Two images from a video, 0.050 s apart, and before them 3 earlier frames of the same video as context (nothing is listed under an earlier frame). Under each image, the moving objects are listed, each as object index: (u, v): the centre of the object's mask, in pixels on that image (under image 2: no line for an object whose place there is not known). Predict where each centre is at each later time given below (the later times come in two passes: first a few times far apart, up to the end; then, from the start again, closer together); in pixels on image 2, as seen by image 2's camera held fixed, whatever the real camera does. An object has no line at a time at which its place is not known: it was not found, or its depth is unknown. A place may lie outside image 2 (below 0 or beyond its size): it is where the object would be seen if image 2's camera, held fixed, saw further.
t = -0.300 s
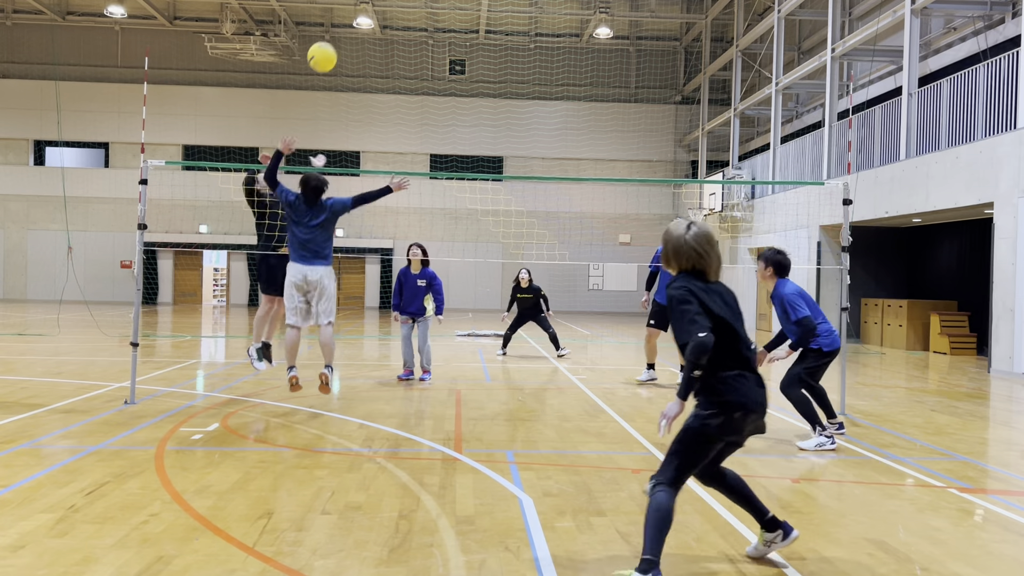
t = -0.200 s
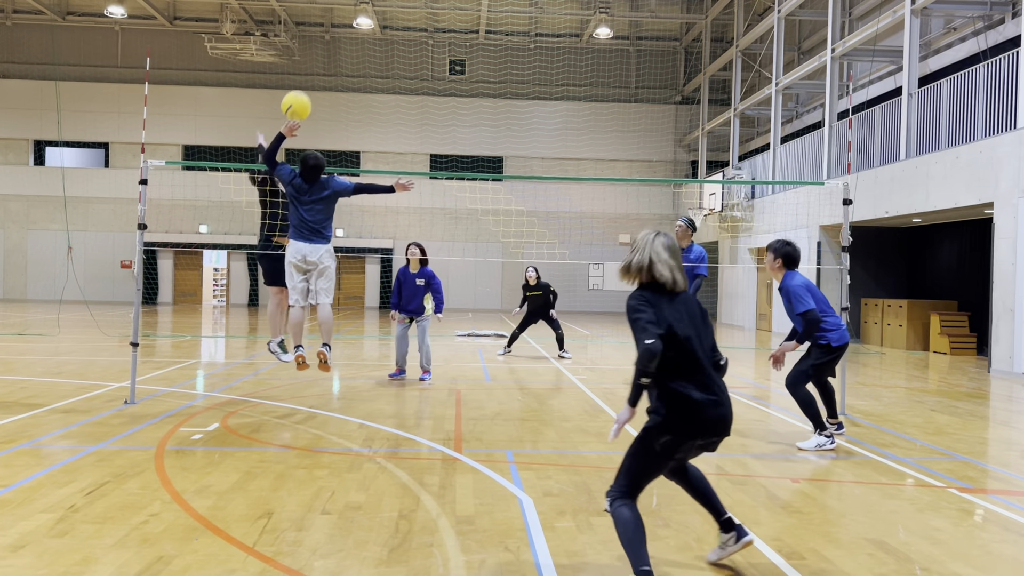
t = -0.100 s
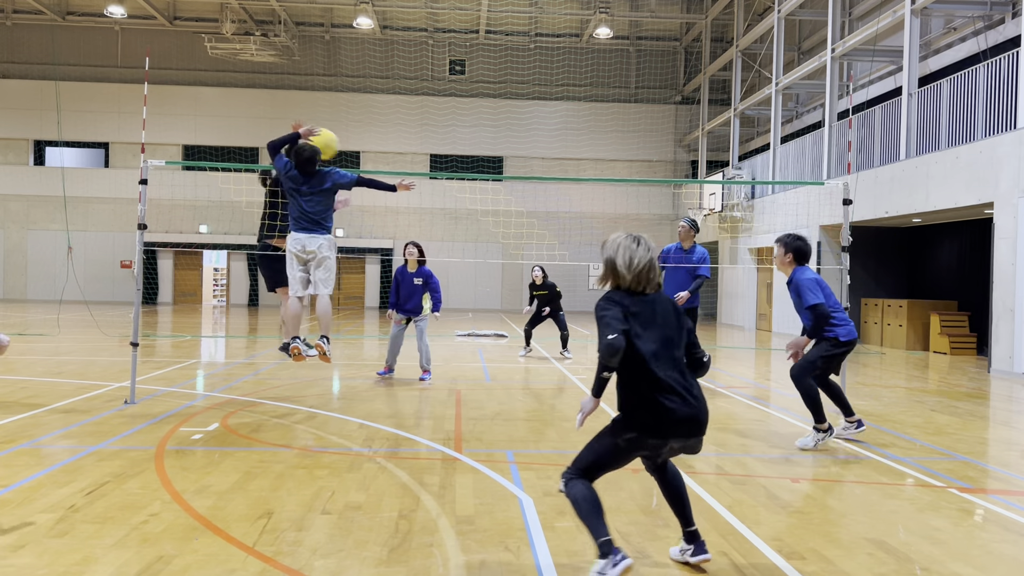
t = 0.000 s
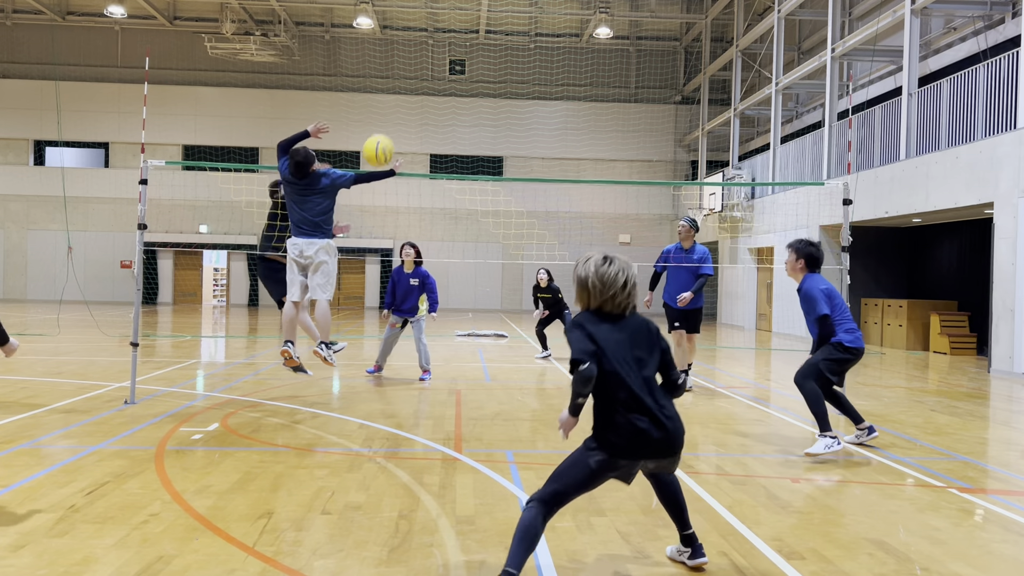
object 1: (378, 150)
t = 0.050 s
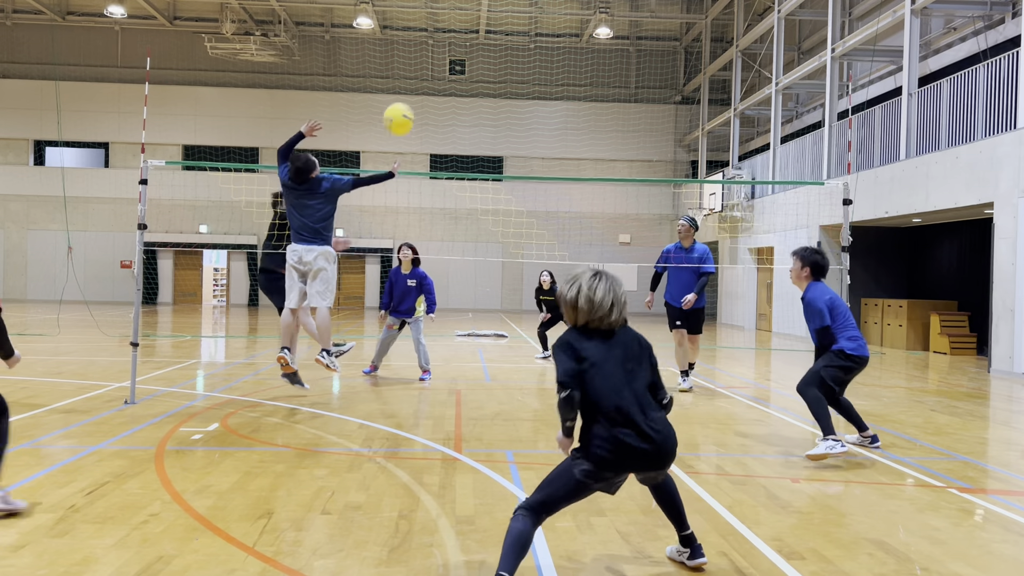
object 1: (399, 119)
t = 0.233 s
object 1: (468, 35)
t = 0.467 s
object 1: (549, 3)
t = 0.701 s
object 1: (619, 12)
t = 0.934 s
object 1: (679, 82)
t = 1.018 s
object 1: (697, 120)
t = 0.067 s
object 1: (405, 109)
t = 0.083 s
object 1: (412, 100)
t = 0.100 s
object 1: (419, 92)
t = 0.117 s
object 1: (425, 83)
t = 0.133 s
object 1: (431, 75)
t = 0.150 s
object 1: (437, 68)
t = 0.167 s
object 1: (443, 60)
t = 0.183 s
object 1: (450, 54)
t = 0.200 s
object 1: (456, 47)
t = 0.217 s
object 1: (462, 41)
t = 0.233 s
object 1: (468, 35)
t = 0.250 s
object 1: (475, 30)
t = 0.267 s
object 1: (481, 25)
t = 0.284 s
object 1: (486, 21)
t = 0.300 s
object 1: (492, 16)
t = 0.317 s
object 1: (498, 14)
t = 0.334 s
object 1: (503, 11)
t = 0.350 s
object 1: (509, 10)
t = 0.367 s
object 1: (515, 8)
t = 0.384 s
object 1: (520, 7)
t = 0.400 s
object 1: (526, 6)
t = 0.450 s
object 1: (543, 4)
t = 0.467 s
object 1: (549, 3)
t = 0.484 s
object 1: (554, 3)
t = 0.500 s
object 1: (558, 3)
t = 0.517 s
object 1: (564, 3)
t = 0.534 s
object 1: (569, 3)
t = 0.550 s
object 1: (575, 3)
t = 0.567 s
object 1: (579, 4)
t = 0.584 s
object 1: (585, 4)
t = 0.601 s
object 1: (590, 4)
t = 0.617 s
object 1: (595, 5)
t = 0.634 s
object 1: (600, 6)
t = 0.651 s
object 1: (605, 7)
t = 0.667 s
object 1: (610, 9)
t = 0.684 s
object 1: (614, 10)
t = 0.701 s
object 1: (619, 12)
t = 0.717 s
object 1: (624, 14)
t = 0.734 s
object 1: (628, 17)
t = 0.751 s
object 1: (633, 21)
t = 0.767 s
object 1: (638, 26)
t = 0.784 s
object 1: (642, 31)
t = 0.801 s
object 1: (646, 35)
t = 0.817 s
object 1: (651, 41)
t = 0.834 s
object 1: (655, 46)
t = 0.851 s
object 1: (659, 51)
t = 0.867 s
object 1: (663, 57)
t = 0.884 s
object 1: (667, 63)
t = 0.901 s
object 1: (671, 69)
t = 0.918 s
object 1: (675, 75)
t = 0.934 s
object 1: (679, 82)
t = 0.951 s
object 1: (683, 90)
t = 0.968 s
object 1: (687, 97)
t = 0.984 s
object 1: (690, 105)
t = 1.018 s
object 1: (697, 120)
